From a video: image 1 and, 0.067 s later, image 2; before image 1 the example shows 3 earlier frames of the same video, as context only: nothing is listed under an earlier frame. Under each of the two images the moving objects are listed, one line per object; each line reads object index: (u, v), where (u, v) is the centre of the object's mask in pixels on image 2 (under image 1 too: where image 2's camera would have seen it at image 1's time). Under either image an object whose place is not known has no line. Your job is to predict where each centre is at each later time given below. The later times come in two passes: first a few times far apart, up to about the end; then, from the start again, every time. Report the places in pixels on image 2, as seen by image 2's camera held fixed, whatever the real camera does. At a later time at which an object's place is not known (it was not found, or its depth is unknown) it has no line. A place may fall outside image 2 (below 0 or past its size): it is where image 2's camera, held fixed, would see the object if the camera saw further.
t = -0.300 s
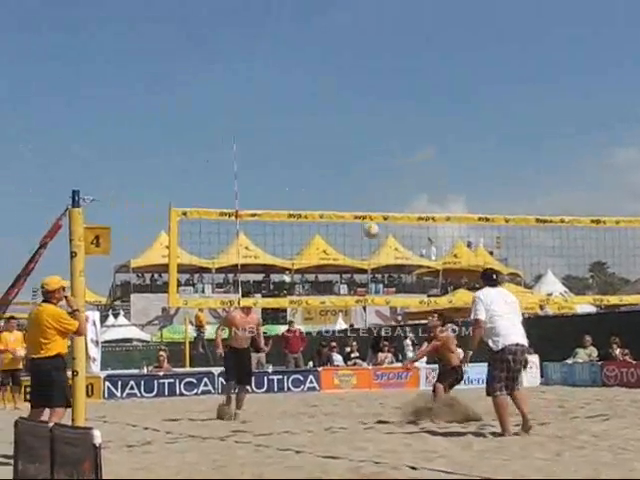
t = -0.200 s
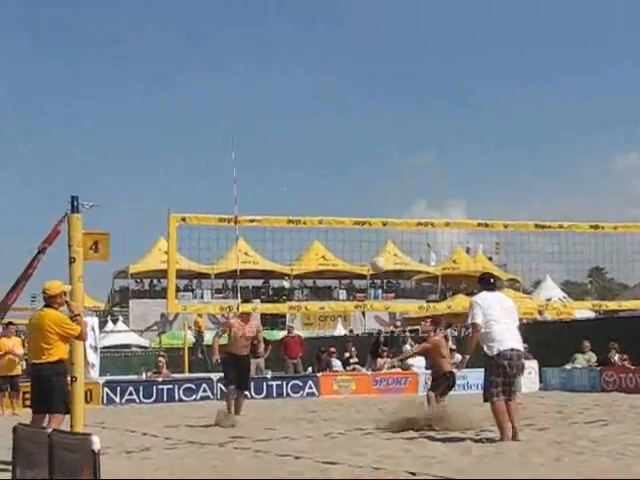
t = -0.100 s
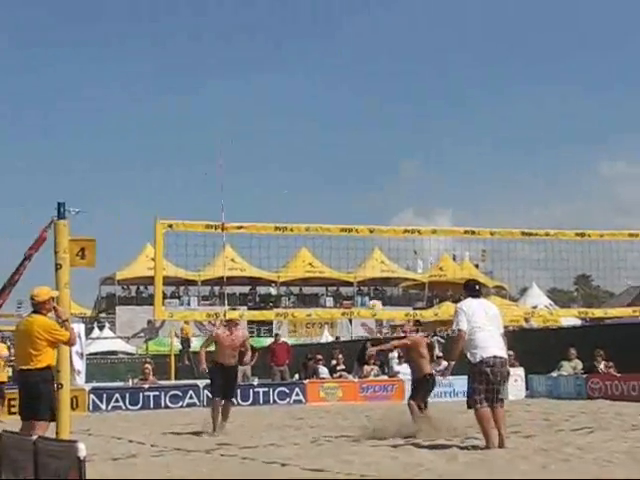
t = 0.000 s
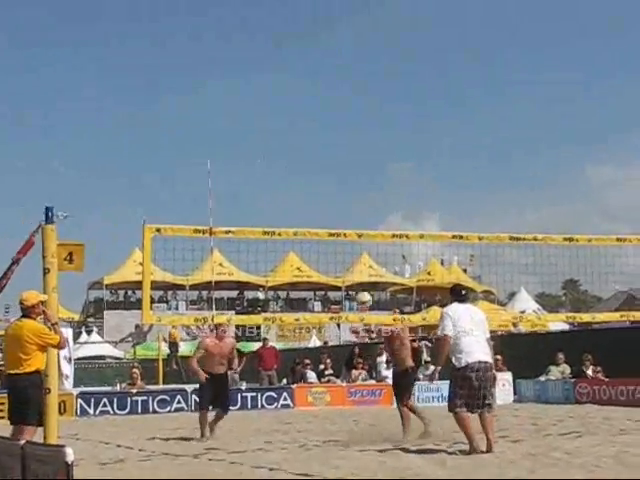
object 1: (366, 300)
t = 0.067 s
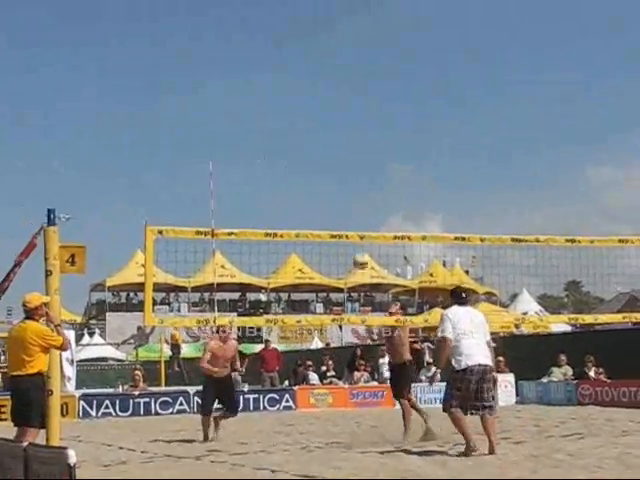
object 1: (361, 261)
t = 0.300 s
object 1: (348, 146)
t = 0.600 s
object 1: (336, 61)
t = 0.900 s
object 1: (328, 47)
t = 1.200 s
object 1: (323, 105)
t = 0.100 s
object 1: (359, 244)
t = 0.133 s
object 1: (357, 223)
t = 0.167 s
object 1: (355, 206)
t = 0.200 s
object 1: (354, 190)
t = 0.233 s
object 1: (352, 174)
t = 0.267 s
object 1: (350, 159)
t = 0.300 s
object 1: (348, 146)
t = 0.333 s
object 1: (346, 133)
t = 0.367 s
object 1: (345, 121)
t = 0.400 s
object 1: (344, 110)
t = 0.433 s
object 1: (343, 100)
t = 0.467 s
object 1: (342, 90)
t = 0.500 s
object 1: (340, 82)
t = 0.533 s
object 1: (339, 74)
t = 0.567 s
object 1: (338, 67)
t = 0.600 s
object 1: (336, 61)
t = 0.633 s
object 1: (336, 56)
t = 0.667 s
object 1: (334, 52)
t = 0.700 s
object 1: (334, 48)
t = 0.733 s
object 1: (332, 46)
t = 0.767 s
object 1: (331, 45)
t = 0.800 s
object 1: (330, 44)
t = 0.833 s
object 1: (329, 44)
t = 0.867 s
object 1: (329, 45)
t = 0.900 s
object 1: (328, 47)
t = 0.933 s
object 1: (328, 50)
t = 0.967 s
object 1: (327, 54)
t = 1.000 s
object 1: (326, 59)
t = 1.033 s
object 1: (326, 64)
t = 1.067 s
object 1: (325, 70)
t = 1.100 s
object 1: (324, 78)
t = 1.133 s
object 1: (324, 86)
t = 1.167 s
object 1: (324, 95)
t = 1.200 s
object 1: (323, 105)
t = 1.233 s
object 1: (323, 116)
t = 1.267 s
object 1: (323, 128)
